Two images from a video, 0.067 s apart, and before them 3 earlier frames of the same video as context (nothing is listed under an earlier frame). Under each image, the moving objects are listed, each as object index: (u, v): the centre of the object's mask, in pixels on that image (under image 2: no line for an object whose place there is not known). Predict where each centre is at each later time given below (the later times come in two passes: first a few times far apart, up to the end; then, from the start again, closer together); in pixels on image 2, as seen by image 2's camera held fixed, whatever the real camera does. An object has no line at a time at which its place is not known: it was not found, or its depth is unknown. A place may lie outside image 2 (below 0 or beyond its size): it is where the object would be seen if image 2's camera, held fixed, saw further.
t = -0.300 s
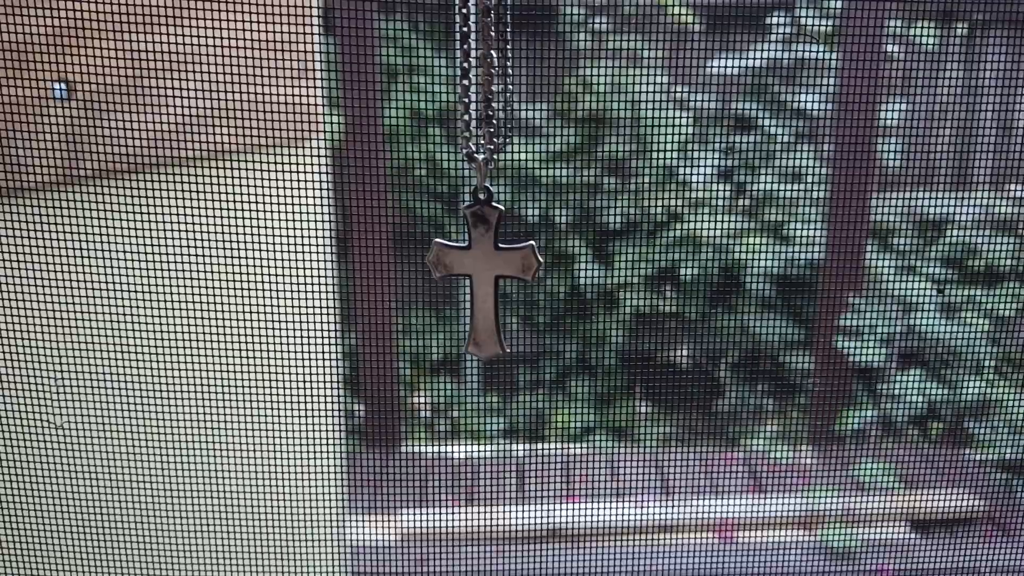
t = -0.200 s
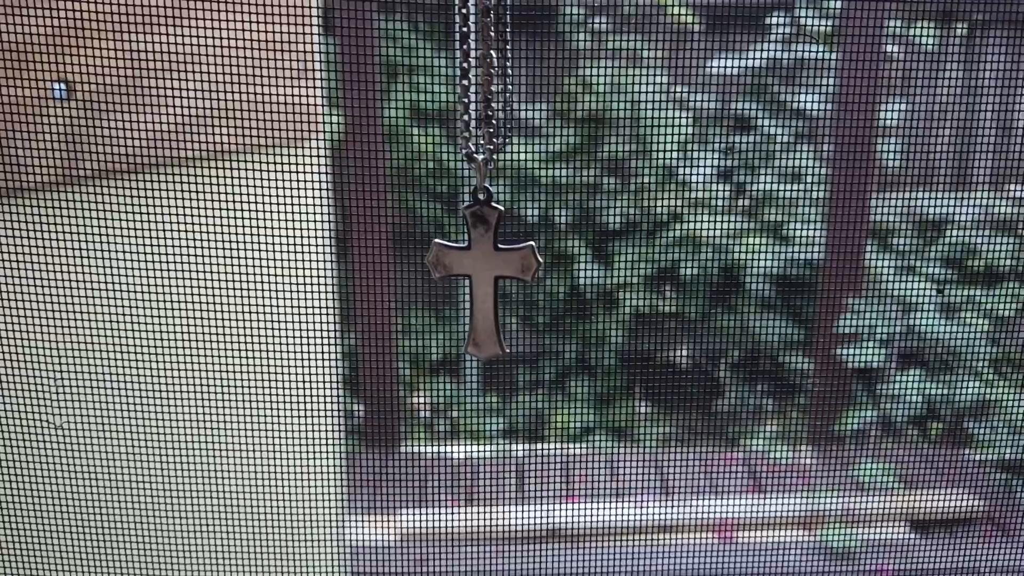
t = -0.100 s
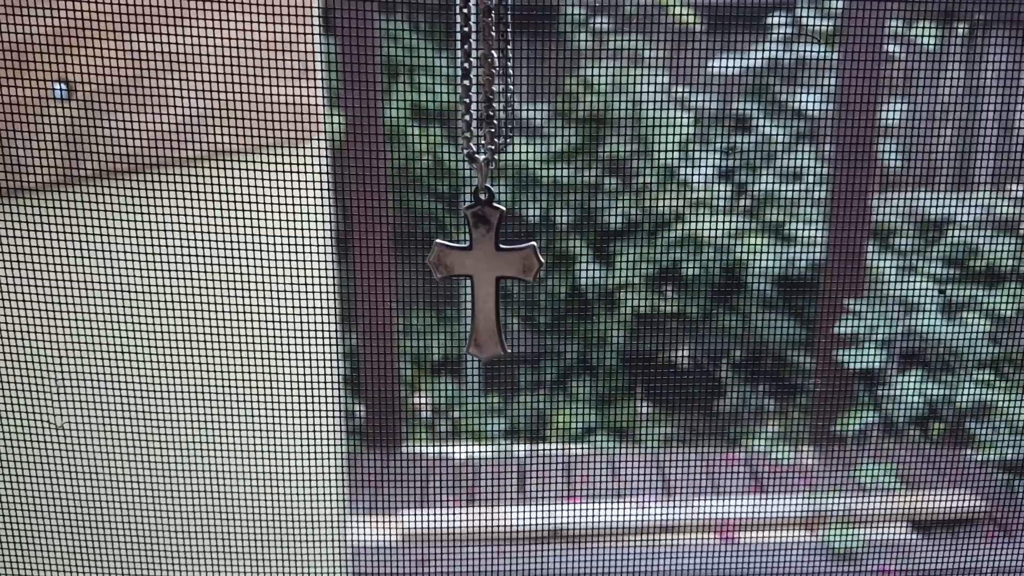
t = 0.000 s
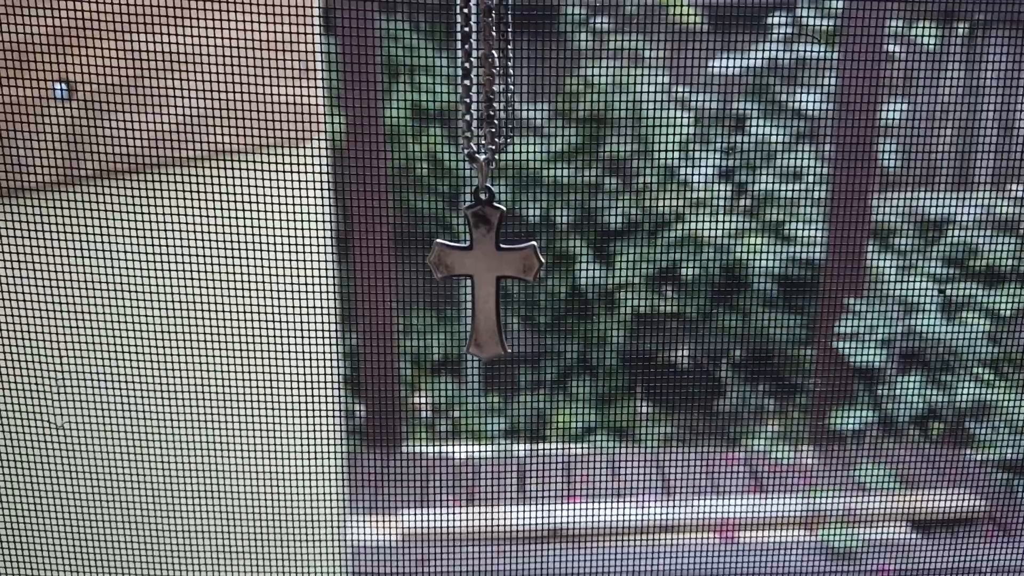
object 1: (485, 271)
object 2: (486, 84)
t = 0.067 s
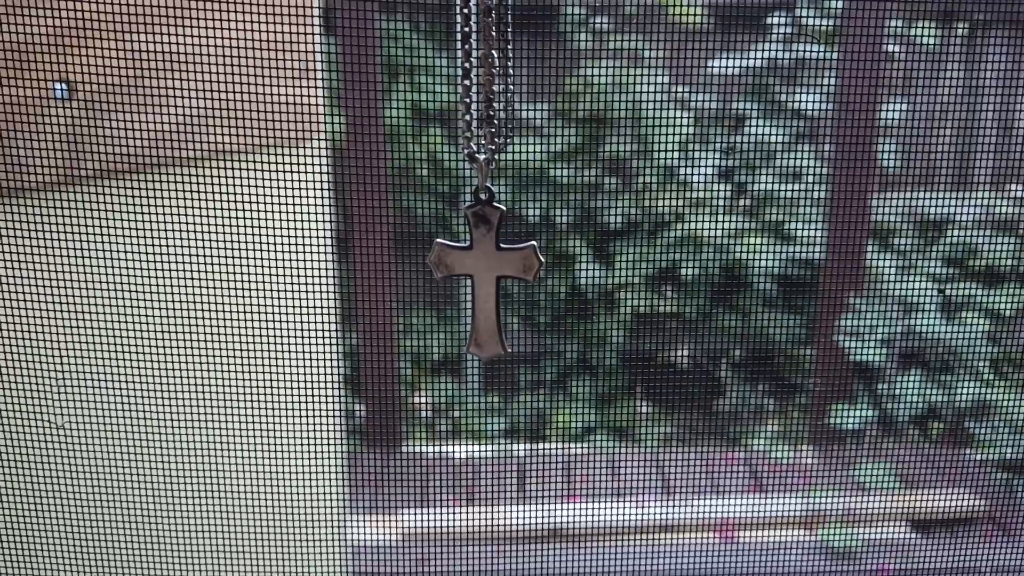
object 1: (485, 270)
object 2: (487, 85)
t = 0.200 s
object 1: (486, 270)
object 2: (487, 86)
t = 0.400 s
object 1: (485, 270)
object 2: (487, 86)
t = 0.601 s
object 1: (485, 271)
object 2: (486, 86)
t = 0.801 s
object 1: (485, 271)
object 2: (485, 86)
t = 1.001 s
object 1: (485, 271)
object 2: (486, 86)
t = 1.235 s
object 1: (484, 271)
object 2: (485, 86)
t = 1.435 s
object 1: (486, 271)
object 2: (488, 86)
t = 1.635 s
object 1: (487, 270)
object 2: (488, 86)
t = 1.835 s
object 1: (487, 270)
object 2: (488, 86)
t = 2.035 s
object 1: (487, 271)
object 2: (487, 86)
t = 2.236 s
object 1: (488, 271)
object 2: (489, 86)
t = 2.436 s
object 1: (486, 270)
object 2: (488, 85)
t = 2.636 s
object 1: (484, 270)
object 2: (485, 86)
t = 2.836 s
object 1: (484, 271)
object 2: (486, 86)
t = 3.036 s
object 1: (485, 270)
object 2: (486, 86)
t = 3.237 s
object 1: (485, 270)
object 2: (487, 86)
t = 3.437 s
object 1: (483, 270)
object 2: (484, 85)
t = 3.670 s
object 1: (486, 270)
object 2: (487, 86)
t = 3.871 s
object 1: (486, 270)
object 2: (486, 86)
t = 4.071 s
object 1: (486, 270)
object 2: (487, 86)
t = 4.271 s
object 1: (486, 270)
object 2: (487, 86)
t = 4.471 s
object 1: (486, 270)
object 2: (487, 85)
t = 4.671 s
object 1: (490, 269)
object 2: (492, 86)
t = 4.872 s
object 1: (488, 270)
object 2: (489, 86)
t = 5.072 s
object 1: (492, 270)
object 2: (493, 87)
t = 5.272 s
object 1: (489, 269)
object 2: (490, 87)
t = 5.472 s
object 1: (491, 269)
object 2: (493, 86)
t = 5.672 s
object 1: (498, 270)
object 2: (500, 84)
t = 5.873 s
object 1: (497, 270)
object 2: (499, 85)
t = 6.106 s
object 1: (493, 270)
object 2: (494, 86)
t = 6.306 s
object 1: (497, 271)
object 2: (498, 86)
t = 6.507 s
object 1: (501, 271)
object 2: (503, 85)
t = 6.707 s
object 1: (502, 271)
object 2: (504, 85)
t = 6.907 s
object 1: (502, 271)
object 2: (504, 85)
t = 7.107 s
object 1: (502, 271)
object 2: (503, 85)
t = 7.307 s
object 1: (502, 272)
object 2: (503, 85)
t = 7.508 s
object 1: (502, 272)
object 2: (504, 86)
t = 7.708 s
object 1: (503, 273)
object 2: (504, 85)
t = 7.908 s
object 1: (503, 272)
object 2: (505, 84)
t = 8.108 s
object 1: (501, 272)
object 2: (503, 84)
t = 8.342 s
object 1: (502, 272)
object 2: (503, 84)
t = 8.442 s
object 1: (503, 271)
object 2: (504, 84)
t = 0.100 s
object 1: (485, 270)
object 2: (486, 85)
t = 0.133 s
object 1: (486, 270)
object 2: (486, 86)
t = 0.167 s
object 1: (486, 270)
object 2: (487, 86)
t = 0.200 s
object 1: (486, 270)
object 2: (487, 86)
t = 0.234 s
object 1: (486, 270)
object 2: (487, 86)
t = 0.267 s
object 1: (486, 270)
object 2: (487, 86)
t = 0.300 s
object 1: (486, 270)
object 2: (487, 86)
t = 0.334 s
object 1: (486, 270)
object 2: (487, 86)
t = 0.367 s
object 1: (485, 271)
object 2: (487, 86)
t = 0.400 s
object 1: (485, 270)
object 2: (487, 86)
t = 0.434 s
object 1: (485, 270)
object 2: (487, 86)
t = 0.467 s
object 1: (485, 271)
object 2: (486, 85)
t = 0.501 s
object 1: (485, 271)
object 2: (486, 86)
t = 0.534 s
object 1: (485, 271)
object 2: (486, 86)
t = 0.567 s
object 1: (485, 271)
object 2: (486, 86)
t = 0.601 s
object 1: (485, 271)
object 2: (486, 86)
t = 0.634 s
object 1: (485, 271)
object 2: (486, 86)
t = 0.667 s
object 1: (485, 271)
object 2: (486, 86)
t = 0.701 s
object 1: (485, 271)
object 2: (487, 84)
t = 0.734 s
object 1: (485, 271)
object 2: (486, 86)
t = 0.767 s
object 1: (485, 271)
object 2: (486, 86)
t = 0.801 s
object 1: (485, 271)
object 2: (485, 86)
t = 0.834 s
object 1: (485, 271)
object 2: (486, 86)
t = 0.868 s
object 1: (485, 271)
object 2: (486, 86)
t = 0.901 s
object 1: (485, 271)
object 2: (486, 86)
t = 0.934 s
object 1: (485, 271)
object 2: (486, 86)
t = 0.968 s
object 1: (485, 271)
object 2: (486, 86)
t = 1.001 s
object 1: (485, 271)
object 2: (486, 86)
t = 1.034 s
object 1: (485, 270)
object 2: (485, 86)
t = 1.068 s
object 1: (484, 271)
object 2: (485, 86)
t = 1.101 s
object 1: (484, 271)
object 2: (485, 86)
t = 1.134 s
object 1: (484, 271)
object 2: (485, 87)
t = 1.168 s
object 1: (484, 271)
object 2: (484, 86)
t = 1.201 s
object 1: (484, 271)
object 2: (485, 86)
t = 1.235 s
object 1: (484, 271)
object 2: (485, 86)
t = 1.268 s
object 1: (484, 271)
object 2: (485, 86)
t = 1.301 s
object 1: (485, 271)
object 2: (486, 86)
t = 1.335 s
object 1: (486, 271)
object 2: (486, 86)
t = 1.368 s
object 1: (486, 271)
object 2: (487, 86)
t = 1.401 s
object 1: (486, 271)
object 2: (487, 86)
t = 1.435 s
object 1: (486, 271)
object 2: (488, 86)
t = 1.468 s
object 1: (487, 271)
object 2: (488, 86)
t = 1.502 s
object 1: (487, 271)
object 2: (488, 86)
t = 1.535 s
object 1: (487, 271)
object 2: (488, 86)
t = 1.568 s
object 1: (487, 271)
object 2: (488, 86)
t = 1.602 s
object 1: (487, 271)
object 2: (488, 86)
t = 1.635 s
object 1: (487, 270)
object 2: (488, 86)
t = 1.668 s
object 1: (487, 270)
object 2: (488, 86)
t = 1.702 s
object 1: (487, 270)
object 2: (488, 86)
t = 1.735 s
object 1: (487, 270)
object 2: (488, 86)
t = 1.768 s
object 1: (487, 270)
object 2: (488, 86)
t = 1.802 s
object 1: (487, 270)
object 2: (489, 86)
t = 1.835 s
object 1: (487, 270)
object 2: (488, 86)
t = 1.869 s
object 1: (487, 270)
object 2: (488, 86)
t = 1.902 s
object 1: (487, 270)
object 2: (488, 86)
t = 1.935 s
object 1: (487, 271)
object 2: (488, 87)
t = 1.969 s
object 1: (487, 271)
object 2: (487, 86)
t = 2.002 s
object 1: (487, 271)
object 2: (487, 86)
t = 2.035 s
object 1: (487, 271)
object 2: (487, 86)
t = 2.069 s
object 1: (487, 271)
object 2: (488, 86)
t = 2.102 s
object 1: (487, 271)
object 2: (488, 86)
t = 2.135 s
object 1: (488, 271)
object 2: (489, 86)
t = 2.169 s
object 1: (488, 271)
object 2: (489, 86)
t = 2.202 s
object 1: (488, 271)
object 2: (490, 86)
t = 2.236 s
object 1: (488, 271)
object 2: (489, 86)
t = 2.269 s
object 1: (488, 271)
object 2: (488, 86)
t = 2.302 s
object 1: (487, 270)
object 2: (489, 86)
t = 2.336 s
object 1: (487, 270)
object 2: (489, 86)
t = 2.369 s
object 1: (487, 270)
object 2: (488, 86)
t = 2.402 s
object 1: (487, 270)
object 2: (487, 85)
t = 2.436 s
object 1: (486, 270)
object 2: (488, 85)
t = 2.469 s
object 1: (485, 270)
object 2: (486, 86)
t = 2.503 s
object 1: (484, 270)
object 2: (485, 86)
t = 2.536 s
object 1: (484, 270)
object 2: (484, 85)
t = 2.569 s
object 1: (484, 270)
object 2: (485, 85)
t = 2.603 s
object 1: (484, 270)
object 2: (484, 86)
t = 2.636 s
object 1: (484, 270)
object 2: (485, 86)
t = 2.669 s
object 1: (484, 270)
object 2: (485, 86)
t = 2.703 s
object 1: (484, 270)
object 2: (486, 86)
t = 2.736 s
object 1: (484, 270)
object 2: (485, 86)
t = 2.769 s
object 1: (484, 270)
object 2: (485, 85)
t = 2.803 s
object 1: (484, 271)
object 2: (486, 86)
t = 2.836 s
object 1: (484, 271)
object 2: (486, 86)
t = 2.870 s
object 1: (484, 271)
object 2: (486, 86)
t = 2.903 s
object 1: (484, 271)
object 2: (486, 86)
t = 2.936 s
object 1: (484, 271)
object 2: (486, 86)
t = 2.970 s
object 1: (485, 271)
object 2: (486, 86)
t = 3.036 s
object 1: (485, 270)
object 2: (486, 86)
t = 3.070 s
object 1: (485, 270)
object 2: (486, 86)
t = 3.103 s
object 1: (485, 270)
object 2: (486, 86)
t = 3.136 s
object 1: (485, 270)
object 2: (486, 86)
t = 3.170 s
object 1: (485, 270)
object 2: (486, 86)
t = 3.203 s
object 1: (485, 270)
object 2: (487, 86)
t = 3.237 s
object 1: (485, 270)
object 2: (487, 86)
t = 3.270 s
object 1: (485, 270)
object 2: (487, 86)
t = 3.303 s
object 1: (485, 270)
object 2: (487, 86)
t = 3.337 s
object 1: (484, 270)
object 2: (485, 86)
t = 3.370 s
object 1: (484, 270)
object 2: (484, 86)
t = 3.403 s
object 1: (484, 270)
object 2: (484, 85)
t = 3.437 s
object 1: (483, 270)
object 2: (484, 85)
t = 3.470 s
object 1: (483, 270)
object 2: (484, 85)
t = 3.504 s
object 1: (483, 270)
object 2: (484, 85)
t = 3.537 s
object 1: (484, 270)
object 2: (484, 85)
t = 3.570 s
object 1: (484, 271)
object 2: (484, 86)
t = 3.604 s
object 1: (485, 270)
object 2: (487, 86)
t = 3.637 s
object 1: (485, 270)
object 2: (486, 86)
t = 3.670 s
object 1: (486, 270)
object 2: (487, 86)
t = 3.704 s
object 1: (486, 270)
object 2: (487, 86)
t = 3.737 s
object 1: (486, 270)
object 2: (487, 86)
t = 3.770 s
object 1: (486, 270)
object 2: (488, 86)
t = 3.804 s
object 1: (486, 270)
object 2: (488, 86)
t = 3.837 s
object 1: (486, 269)
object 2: (487, 86)
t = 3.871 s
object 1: (486, 270)
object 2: (486, 86)
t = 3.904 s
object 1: (485, 269)
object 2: (487, 86)
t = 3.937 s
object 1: (485, 270)
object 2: (486, 86)
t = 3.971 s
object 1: (486, 270)
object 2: (487, 87)
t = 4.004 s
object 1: (486, 270)
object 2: (487, 87)
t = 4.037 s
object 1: (486, 270)
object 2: (487, 86)
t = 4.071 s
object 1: (486, 270)
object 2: (487, 86)
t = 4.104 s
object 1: (487, 270)
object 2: (488, 86)
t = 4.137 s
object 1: (487, 270)
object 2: (488, 86)
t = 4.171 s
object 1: (487, 270)
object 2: (488, 86)
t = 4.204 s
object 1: (487, 271)
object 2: (488, 86)
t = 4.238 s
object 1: (487, 270)
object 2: (488, 86)
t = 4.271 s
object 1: (486, 270)
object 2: (487, 86)
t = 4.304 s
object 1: (486, 270)
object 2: (487, 86)
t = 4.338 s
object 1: (486, 270)
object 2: (488, 86)
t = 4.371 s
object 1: (486, 270)
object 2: (487, 85)
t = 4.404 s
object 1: (486, 270)
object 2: (488, 86)
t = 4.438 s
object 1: (486, 270)
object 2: (488, 86)
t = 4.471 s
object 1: (486, 270)
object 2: (487, 85)
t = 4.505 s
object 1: (486, 270)
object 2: (488, 86)
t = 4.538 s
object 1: (486, 269)
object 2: (487, 86)
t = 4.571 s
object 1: (488, 269)
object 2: (488, 86)
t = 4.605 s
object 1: (490, 269)
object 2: (491, 86)
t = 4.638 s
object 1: (492, 270)
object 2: (493, 86)
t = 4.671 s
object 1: (490, 269)
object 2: (492, 86)
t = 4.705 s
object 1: (490, 270)
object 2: (492, 86)
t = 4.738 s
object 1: (490, 270)
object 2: (491, 86)
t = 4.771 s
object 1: (490, 270)
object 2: (491, 86)
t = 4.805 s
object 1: (488, 270)
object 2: (489, 87)
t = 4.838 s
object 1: (488, 270)
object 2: (489, 86)
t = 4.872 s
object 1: (488, 270)
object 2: (489, 86)
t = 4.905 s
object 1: (489, 270)
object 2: (490, 88)
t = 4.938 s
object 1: (492, 270)
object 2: (493, 87)
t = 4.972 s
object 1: (492, 270)
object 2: (493, 87)
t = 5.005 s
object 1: (492, 270)
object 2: (493, 87)
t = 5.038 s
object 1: (492, 270)
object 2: (493, 87)
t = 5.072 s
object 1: (492, 270)
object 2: (493, 87)
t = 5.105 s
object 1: (492, 270)
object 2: (493, 87)
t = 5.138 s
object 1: (492, 270)
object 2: (494, 87)
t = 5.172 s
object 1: (492, 270)
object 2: (494, 87)
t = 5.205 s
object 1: (490, 270)
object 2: (491, 87)
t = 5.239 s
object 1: (489, 269)
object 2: (491, 86)
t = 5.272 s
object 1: (489, 269)
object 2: (490, 87)
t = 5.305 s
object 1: (489, 269)
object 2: (490, 86)
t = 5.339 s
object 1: (489, 269)
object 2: (490, 85)
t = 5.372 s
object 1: (489, 269)
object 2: (490, 84)
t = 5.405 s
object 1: (489, 269)
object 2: (490, 85)
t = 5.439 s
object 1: (490, 269)
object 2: (491, 85)
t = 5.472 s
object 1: (491, 269)
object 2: (493, 86)
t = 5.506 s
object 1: (492, 270)
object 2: (493, 86)
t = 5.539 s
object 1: (491, 270)
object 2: (493, 86)
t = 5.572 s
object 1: (493, 270)
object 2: (493, 85)
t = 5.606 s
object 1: (498, 271)
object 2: (499, 85)
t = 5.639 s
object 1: (499, 270)
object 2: (501, 83)
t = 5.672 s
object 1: (498, 270)
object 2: (500, 84)
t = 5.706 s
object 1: (497, 270)
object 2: (499, 85)
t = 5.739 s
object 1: (497, 270)
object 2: (498, 85)
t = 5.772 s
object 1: (497, 270)
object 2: (498, 85)
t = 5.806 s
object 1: (497, 270)
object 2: (498, 85)
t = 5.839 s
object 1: (497, 270)
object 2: (498, 85)
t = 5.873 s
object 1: (497, 270)
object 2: (499, 85)
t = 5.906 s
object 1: (495, 270)
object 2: (496, 86)
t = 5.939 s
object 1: (492, 270)
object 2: (494, 84)
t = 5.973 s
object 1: (492, 269)
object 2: (494, 84)
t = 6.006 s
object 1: (492, 269)
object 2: (494, 84)
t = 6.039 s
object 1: (492, 270)
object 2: (493, 85)
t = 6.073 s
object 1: (492, 269)
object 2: (493, 85)
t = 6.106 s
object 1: (493, 270)
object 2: (494, 86)
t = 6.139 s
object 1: (493, 270)
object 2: (494, 86)
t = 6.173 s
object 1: (493, 270)
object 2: (494, 86)
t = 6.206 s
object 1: (494, 270)
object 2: (496, 84)
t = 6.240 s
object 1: (496, 271)
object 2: (497, 86)
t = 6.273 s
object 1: (497, 271)
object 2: (498, 86)
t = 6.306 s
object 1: (497, 271)
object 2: (498, 86)
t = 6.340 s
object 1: (498, 271)
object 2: (499, 86)
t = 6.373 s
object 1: (499, 271)
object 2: (501, 84)
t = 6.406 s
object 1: (501, 271)
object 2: (503, 85)
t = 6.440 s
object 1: (501, 271)
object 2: (503, 85)
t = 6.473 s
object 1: (501, 271)
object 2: (503, 85)
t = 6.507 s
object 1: (501, 271)
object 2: (503, 85)
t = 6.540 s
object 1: (502, 270)
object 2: (503, 85)
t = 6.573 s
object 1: (502, 270)
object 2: (503, 85)
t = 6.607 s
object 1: (502, 270)
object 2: (503, 84)
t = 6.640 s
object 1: (502, 270)
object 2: (503, 84)
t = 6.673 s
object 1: (502, 270)
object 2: (504, 84)
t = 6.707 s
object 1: (502, 271)
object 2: (504, 85)
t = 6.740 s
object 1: (502, 271)
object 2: (504, 84)
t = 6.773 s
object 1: (502, 271)
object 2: (503, 86)
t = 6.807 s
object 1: (502, 271)
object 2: (503, 86)
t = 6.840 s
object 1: (502, 271)
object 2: (504, 85)
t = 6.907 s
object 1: (502, 271)
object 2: (504, 85)
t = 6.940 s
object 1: (502, 271)
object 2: (504, 85)
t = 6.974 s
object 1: (502, 271)
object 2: (504, 85)
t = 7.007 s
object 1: (502, 271)
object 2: (503, 85)
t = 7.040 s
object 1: (502, 271)
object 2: (503, 86)
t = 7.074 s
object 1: (502, 271)
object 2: (503, 85)
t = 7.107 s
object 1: (502, 271)
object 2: (503, 85)
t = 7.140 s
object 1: (502, 271)
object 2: (503, 85)
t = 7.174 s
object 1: (502, 271)
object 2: (503, 85)
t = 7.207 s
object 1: (502, 272)
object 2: (503, 85)
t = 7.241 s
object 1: (502, 272)
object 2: (503, 85)
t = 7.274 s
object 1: (502, 272)
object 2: (503, 85)
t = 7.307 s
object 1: (502, 272)
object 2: (503, 85)
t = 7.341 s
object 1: (502, 272)
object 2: (503, 85)
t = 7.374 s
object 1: (502, 272)
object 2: (504, 85)
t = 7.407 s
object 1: (502, 272)
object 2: (504, 84)
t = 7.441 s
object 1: (502, 272)
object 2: (504, 84)
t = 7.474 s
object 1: (502, 272)
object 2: (504, 85)
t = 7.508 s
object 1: (502, 272)
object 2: (504, 86)
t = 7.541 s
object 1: (503, 272)
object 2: (504, 86)
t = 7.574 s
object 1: (503, 272)
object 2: (505, 85)
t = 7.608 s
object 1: (503, 272)
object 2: (504, 85)
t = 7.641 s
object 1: (503, 272)
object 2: (504, 86)
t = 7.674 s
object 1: (503, 272)
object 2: (504, 85)
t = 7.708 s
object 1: (503, 273)
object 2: (504, 85)
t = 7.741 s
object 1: (503, 273)
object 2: (505, 85)
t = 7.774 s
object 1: (503, 272)
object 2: (505, 85)
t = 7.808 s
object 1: (503, 272)
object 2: (505, 85)
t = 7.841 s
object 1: (503, 272)
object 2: (505, 85)
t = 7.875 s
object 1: (503, 272)
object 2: (505, 84)
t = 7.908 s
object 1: (503, 272)
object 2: (505, 84)
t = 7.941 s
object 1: (503, 272)
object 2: (505, 84)
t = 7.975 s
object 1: (502, 272)
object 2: (504, 85)
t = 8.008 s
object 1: (502, 272)
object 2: (504, 84)
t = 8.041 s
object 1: (502, 272)
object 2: (503, 85)
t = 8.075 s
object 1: (502, 272)
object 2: (503, 84)
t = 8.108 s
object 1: (501, 272)
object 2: (503, 84)
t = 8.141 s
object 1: (501, 272)
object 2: (503, 84)
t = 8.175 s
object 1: (502, 272)
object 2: (504, 84)
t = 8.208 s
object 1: (502, 272)
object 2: (504, 84)
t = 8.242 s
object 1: (502, 272)
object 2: (504, 85)
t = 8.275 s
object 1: (502, 272)
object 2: (504, 85)
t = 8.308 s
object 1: (502, 272)
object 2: (503, 85)
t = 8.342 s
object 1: (502, 272)
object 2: (503, 84)
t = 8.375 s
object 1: (503, 271)
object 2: (504, 84)
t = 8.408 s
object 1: (503, 271)
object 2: (504, 84)
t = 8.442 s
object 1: (503, 271)
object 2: (504, 84)
